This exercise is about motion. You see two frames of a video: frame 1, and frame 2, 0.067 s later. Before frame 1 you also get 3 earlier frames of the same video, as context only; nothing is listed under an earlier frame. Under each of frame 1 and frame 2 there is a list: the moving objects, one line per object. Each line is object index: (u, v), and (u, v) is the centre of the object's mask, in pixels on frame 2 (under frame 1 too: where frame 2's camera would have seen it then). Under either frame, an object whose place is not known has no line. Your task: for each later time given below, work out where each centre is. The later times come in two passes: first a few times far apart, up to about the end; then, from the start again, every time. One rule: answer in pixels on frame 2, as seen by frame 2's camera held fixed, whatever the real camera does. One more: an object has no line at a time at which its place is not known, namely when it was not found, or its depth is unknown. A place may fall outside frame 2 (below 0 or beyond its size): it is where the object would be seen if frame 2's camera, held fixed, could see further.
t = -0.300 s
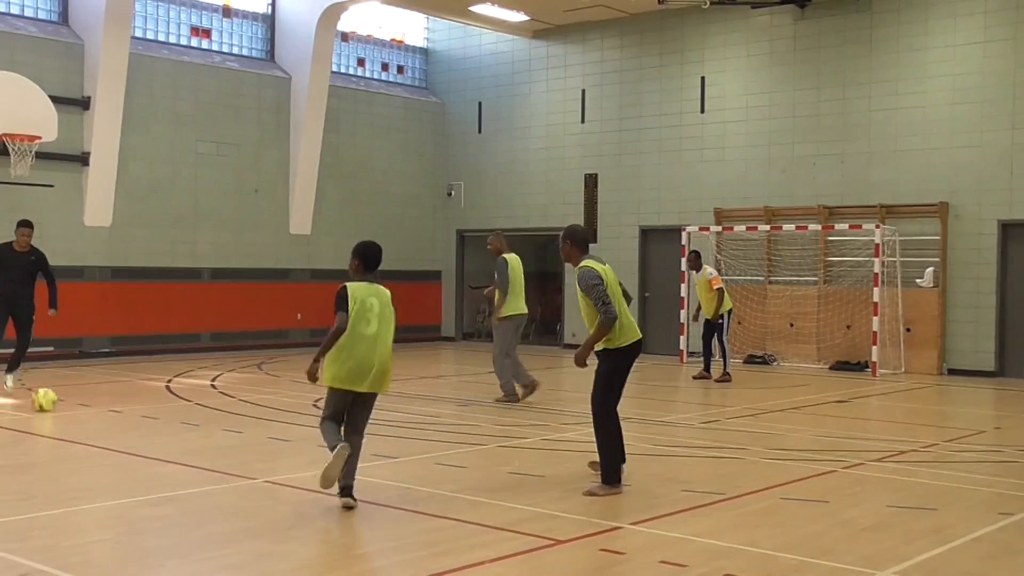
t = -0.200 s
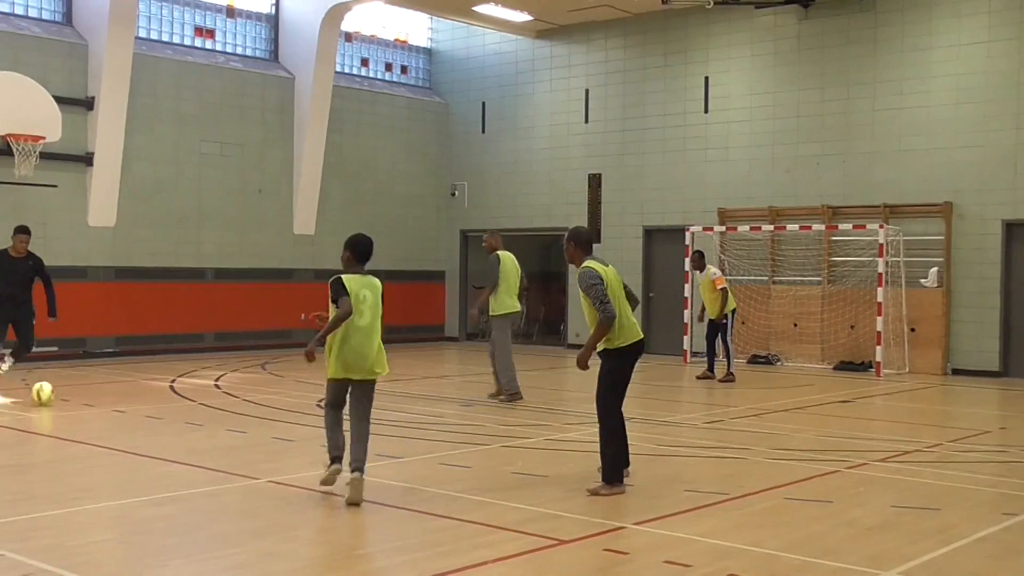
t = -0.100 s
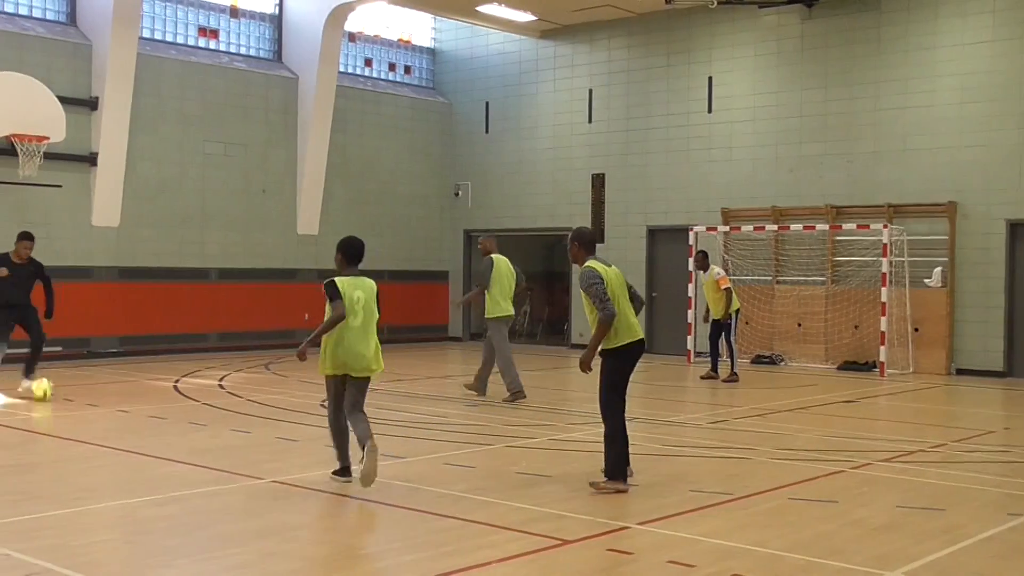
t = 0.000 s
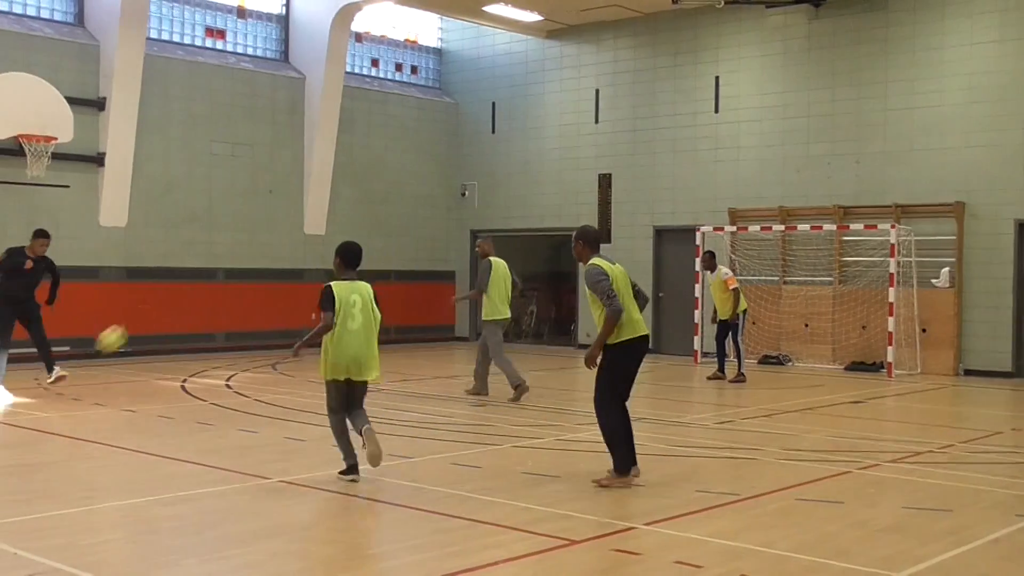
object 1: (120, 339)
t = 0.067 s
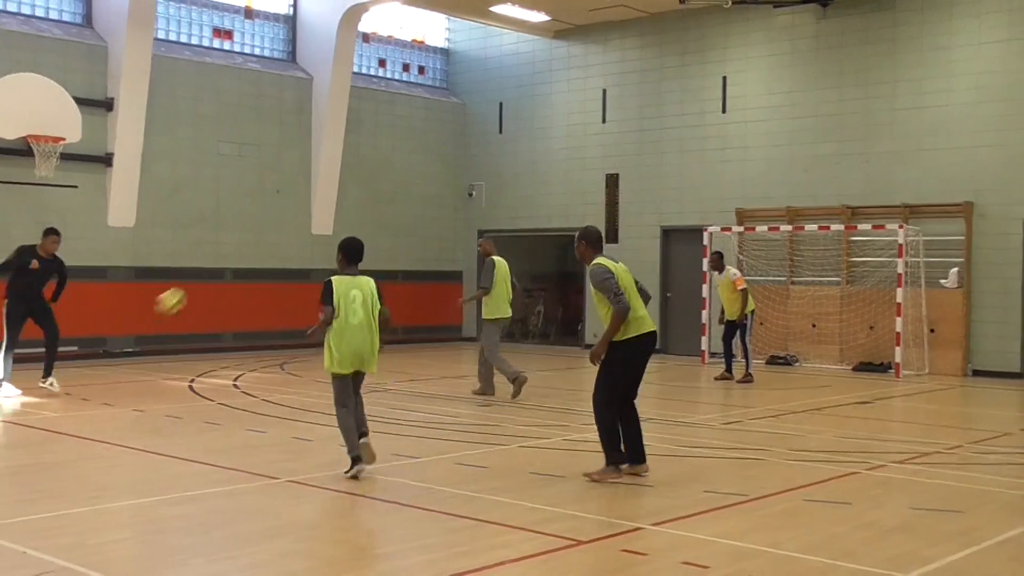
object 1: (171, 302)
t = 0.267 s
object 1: (334, 207)
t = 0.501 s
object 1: (543, 132)
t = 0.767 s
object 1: (807, 112)
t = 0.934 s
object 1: (989, 138)
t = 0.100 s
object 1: (198, 284)
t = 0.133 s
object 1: (224, 268)
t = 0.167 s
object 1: (251, 250)
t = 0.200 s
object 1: (279, 234)
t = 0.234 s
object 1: (304, 221)
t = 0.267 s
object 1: (334, 207)
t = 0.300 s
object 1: (365, 193)
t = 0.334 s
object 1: (393, 180)
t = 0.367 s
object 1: (421, 167)
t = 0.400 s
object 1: (453, 159)
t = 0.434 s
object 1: (483, 150)
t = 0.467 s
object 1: (514, 141)
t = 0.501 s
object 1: (543, 132)
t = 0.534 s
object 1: (575, 126)
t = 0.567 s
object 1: (608, 122)
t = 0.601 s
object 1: (642, 117)
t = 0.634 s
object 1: (674, 114)
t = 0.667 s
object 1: (707, 111)
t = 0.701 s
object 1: (738, 110)
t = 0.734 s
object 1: (774, 110)
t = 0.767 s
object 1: (807, 112)
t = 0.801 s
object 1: (843, 115)
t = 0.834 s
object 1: (877, 119)
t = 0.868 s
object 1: (915, 124)
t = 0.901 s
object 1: (950, 130)
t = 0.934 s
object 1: (989, 138)
